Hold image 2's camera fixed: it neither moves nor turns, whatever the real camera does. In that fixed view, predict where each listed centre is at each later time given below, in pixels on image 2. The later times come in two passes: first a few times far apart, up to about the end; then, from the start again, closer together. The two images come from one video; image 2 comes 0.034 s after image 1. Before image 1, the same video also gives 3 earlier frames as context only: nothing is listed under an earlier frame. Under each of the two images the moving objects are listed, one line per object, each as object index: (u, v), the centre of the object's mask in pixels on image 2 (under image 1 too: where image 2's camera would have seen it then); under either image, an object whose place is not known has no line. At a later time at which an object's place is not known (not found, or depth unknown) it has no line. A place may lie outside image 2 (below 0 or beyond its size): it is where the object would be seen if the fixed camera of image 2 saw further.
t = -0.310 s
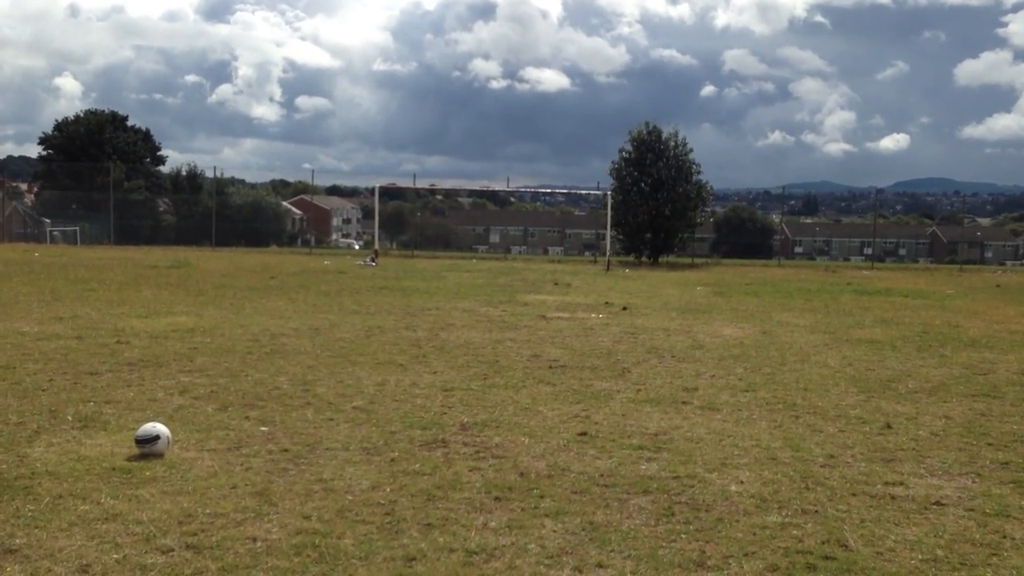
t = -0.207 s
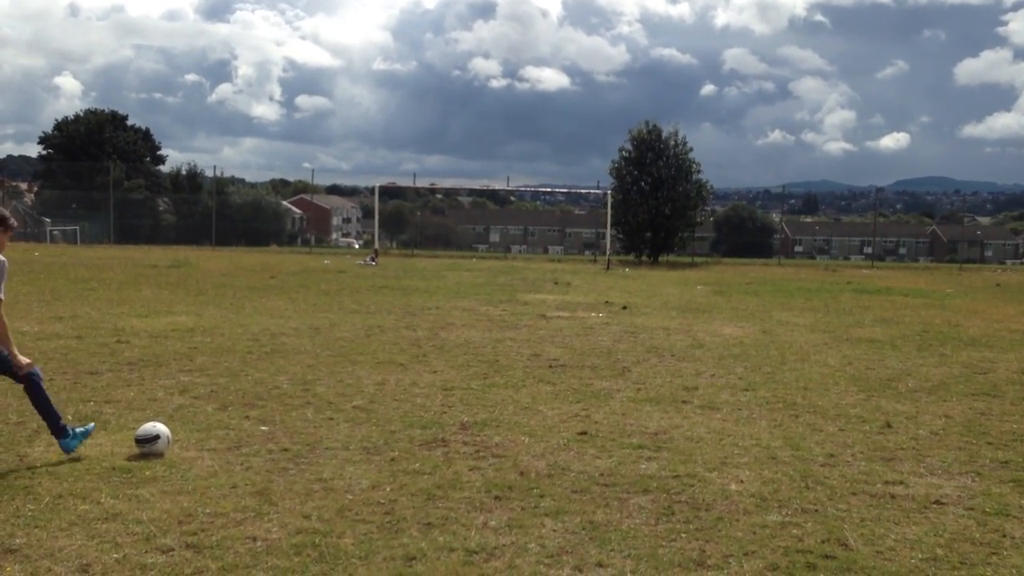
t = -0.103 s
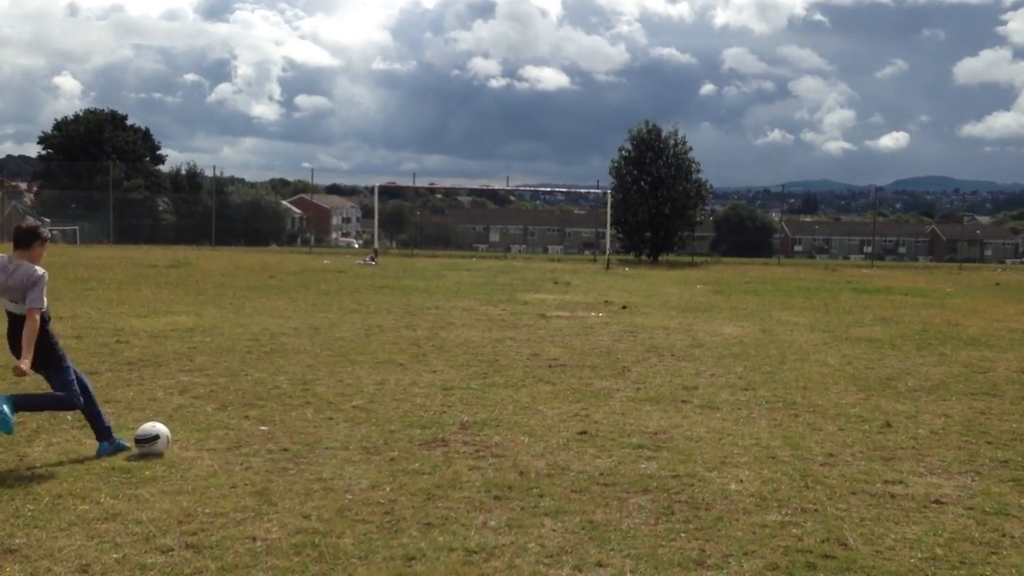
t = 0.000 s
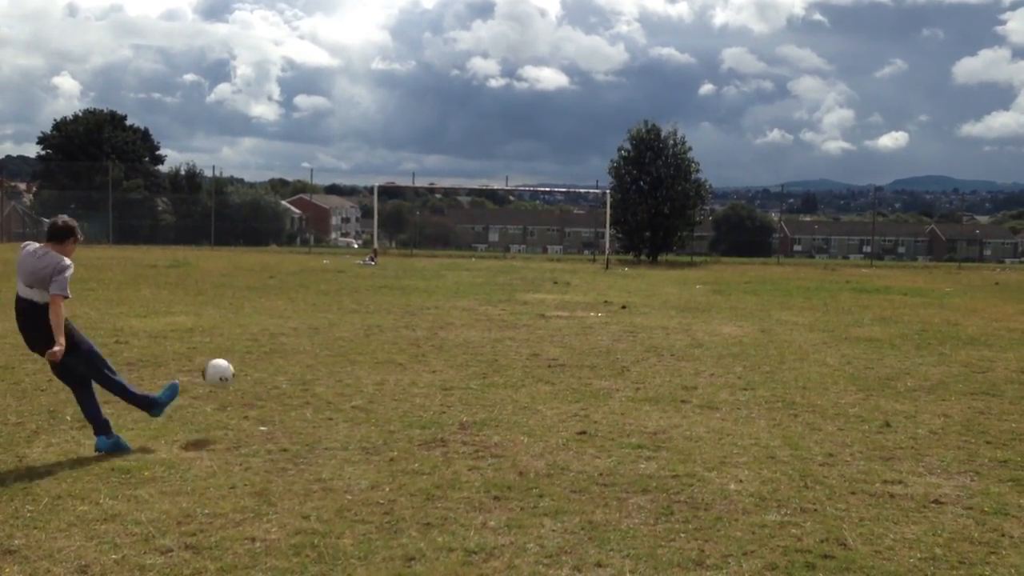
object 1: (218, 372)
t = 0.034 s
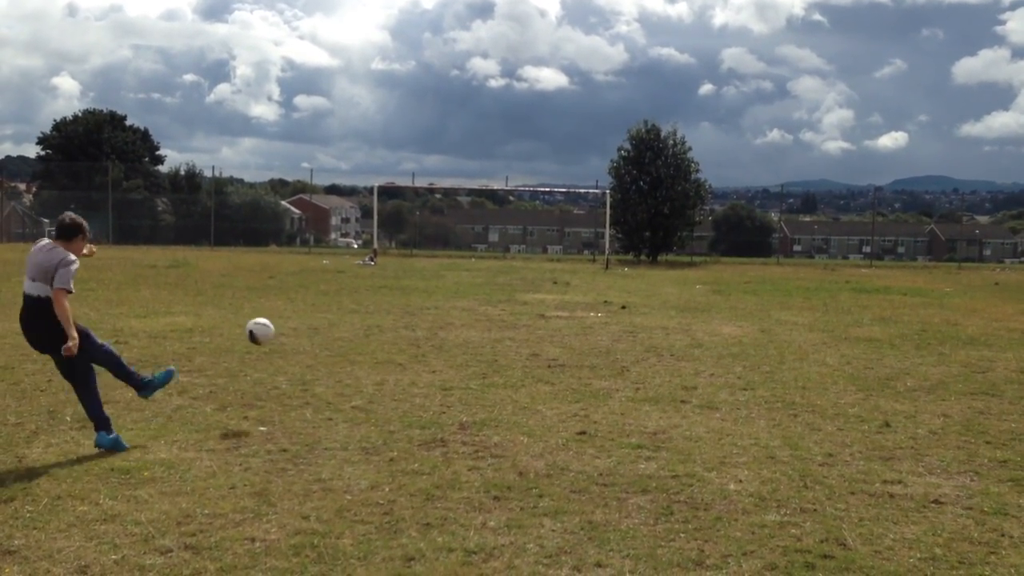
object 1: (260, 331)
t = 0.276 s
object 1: (448, 140)
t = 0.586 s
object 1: (526, 72)
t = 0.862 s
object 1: (556, 64)
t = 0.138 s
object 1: (378, 210)
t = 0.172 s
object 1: (398, 189)
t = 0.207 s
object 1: (416, 170)
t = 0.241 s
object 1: (434, 154)
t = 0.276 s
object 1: (448, 140)
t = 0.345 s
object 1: (472, 116)
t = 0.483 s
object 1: (508, 85)
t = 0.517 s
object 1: (514, 80)
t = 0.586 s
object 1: (526, 72)
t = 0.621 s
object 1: (532, 69)
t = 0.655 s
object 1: (536, 67)
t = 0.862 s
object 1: (556, 64)
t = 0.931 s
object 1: (560, 67)
